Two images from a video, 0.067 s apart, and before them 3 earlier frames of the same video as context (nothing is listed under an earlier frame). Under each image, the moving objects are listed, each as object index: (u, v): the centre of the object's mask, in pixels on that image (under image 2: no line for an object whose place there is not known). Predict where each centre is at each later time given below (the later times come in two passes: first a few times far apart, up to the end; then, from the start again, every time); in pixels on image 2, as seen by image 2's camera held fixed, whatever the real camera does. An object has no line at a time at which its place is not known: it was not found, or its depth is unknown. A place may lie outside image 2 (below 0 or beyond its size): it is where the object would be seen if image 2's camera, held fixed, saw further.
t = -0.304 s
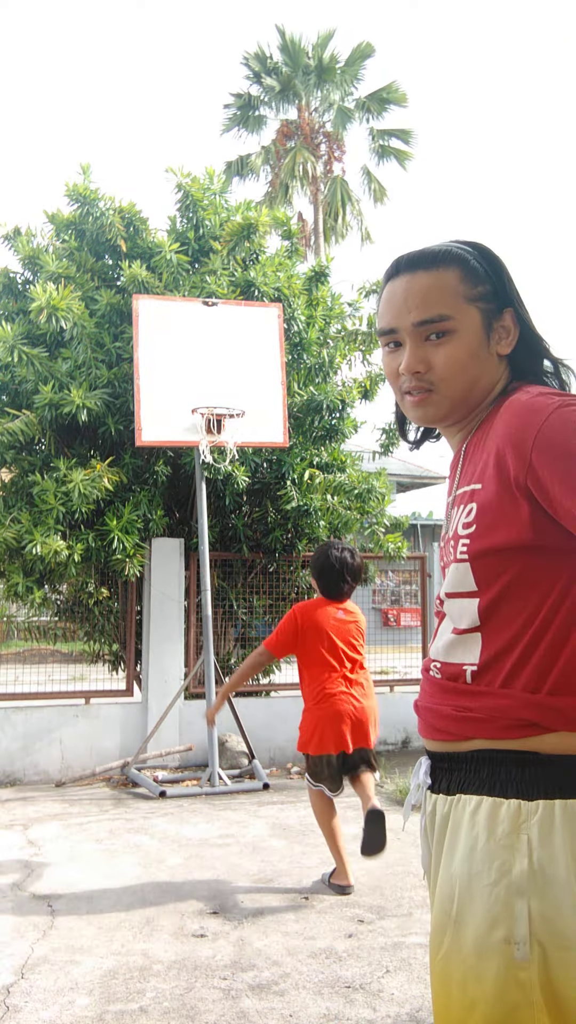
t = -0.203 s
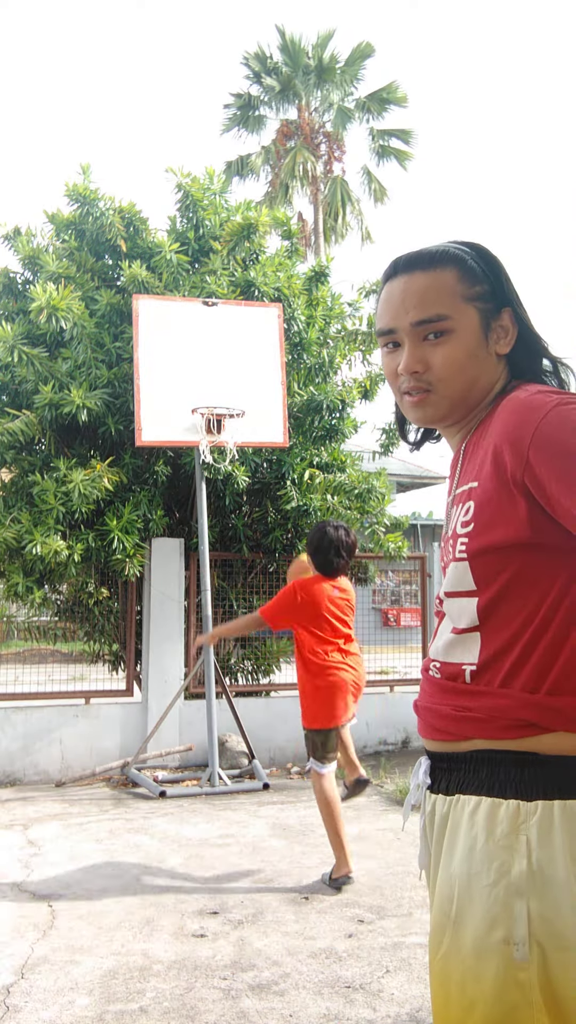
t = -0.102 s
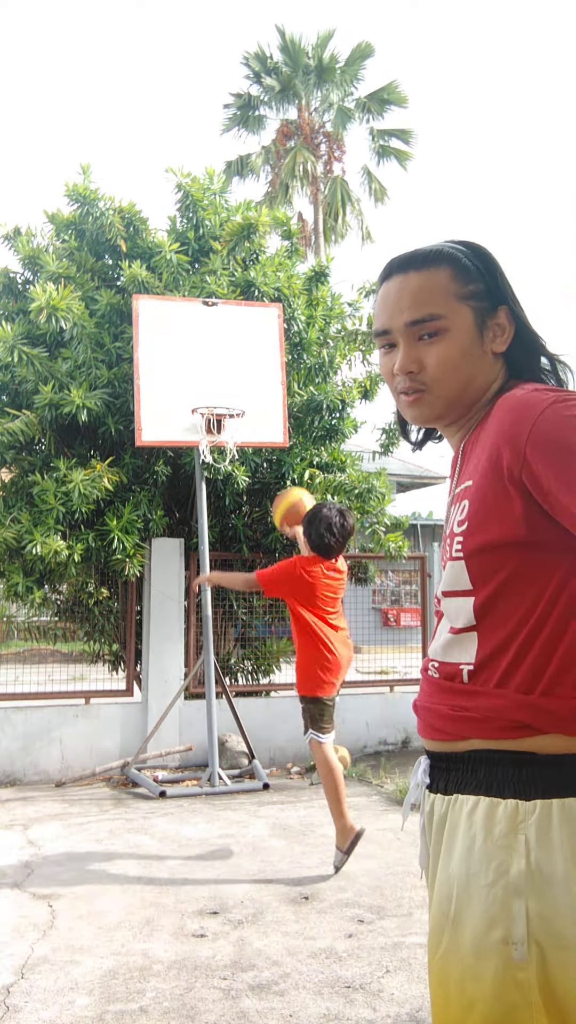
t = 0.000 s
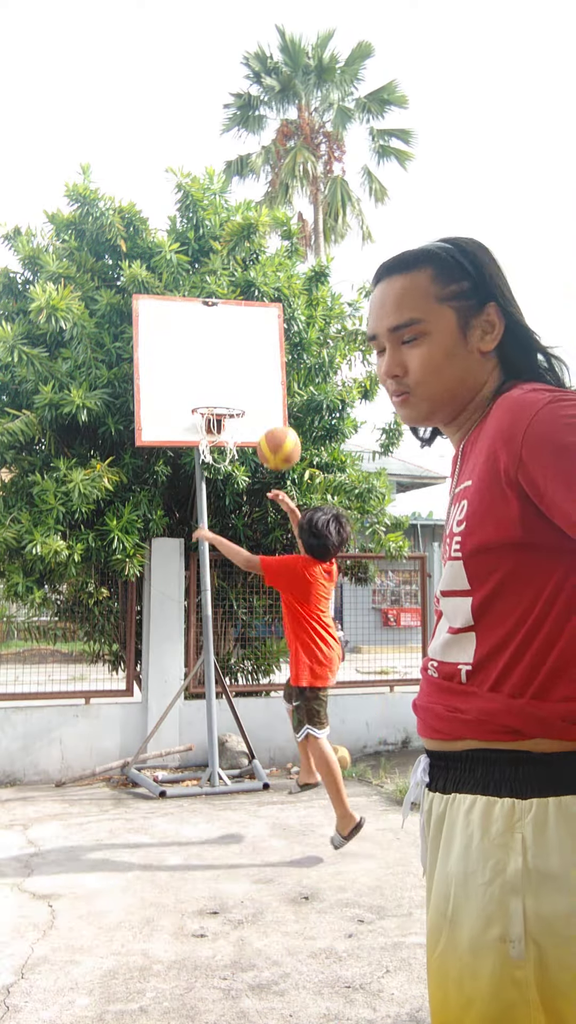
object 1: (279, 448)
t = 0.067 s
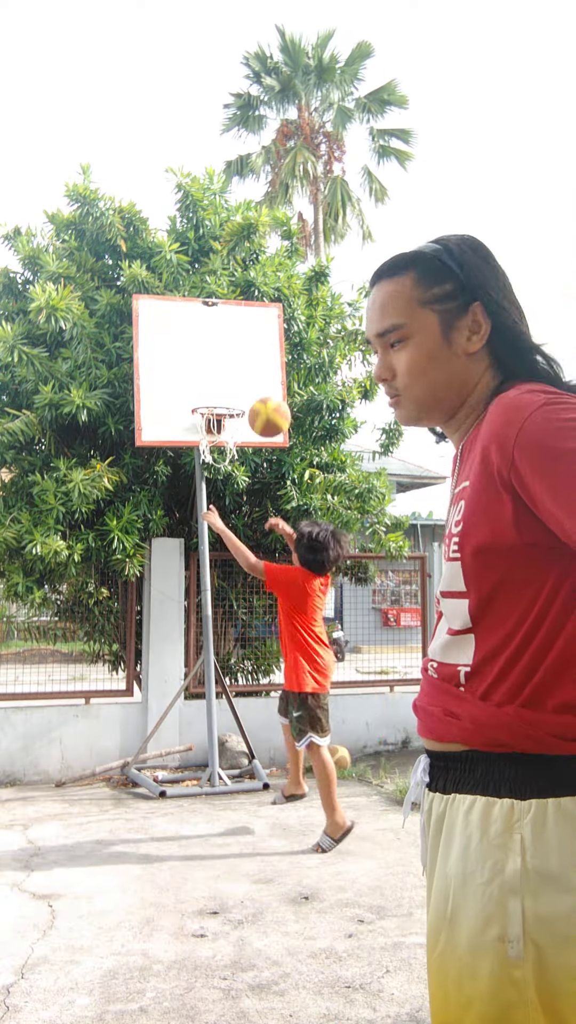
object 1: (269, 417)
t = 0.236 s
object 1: (245, 378)
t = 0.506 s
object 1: (220, 391)
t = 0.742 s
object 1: (219, 445)
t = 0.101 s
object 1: (264, 405)
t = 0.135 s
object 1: (258, 396)
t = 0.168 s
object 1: (254, 388)
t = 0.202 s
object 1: (249, 382)
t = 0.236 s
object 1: (245, 378)
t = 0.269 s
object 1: (241, 376)
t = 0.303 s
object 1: (236, 376)
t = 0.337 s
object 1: (232, 379)
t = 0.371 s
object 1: (228, 382)
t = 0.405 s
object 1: (224, 387)
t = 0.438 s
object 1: (221, 391)
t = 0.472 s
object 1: (220, 390)
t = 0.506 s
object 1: (220, 391)
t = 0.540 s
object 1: (220, 393)
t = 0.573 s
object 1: (219, 395)
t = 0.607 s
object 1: (219, 408)
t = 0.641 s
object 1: (218, 415)
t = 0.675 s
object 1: (218, 424)
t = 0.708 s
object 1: (218, 431)
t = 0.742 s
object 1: (219, 445)
